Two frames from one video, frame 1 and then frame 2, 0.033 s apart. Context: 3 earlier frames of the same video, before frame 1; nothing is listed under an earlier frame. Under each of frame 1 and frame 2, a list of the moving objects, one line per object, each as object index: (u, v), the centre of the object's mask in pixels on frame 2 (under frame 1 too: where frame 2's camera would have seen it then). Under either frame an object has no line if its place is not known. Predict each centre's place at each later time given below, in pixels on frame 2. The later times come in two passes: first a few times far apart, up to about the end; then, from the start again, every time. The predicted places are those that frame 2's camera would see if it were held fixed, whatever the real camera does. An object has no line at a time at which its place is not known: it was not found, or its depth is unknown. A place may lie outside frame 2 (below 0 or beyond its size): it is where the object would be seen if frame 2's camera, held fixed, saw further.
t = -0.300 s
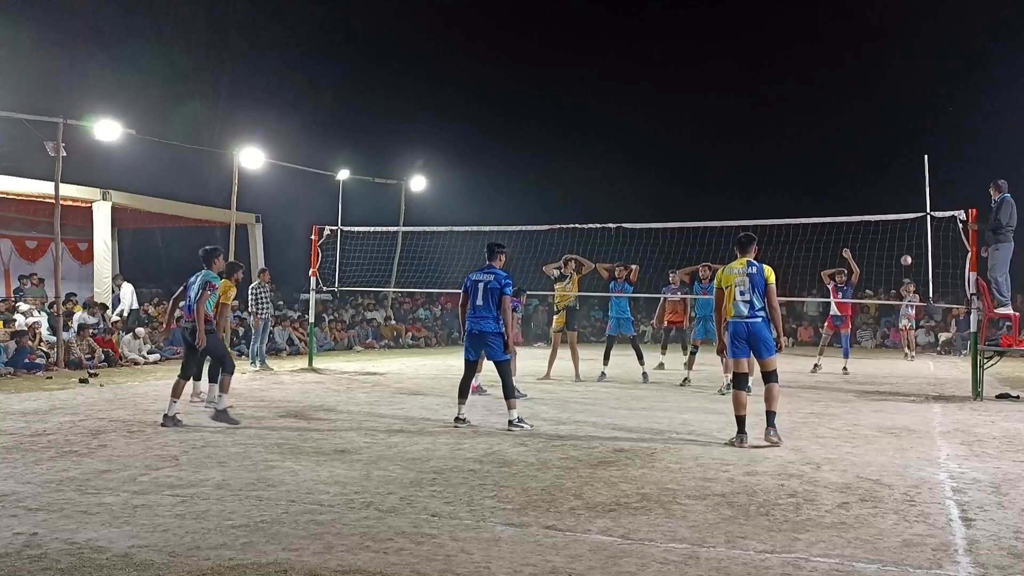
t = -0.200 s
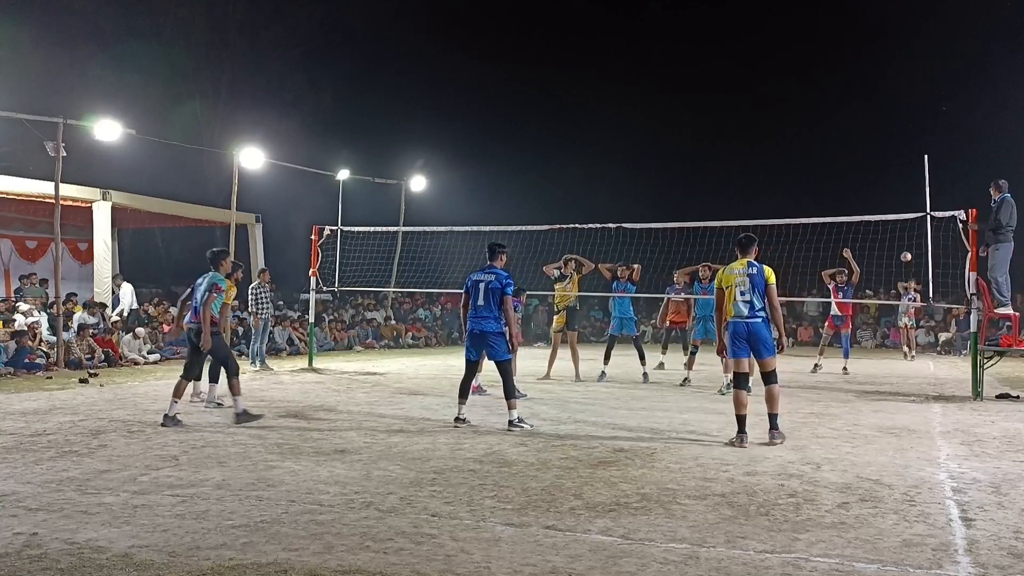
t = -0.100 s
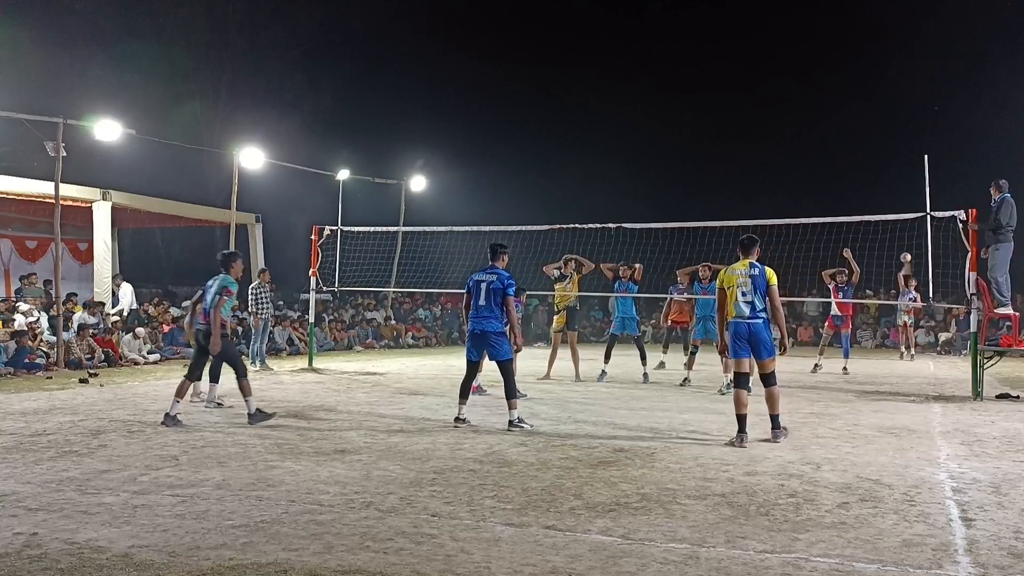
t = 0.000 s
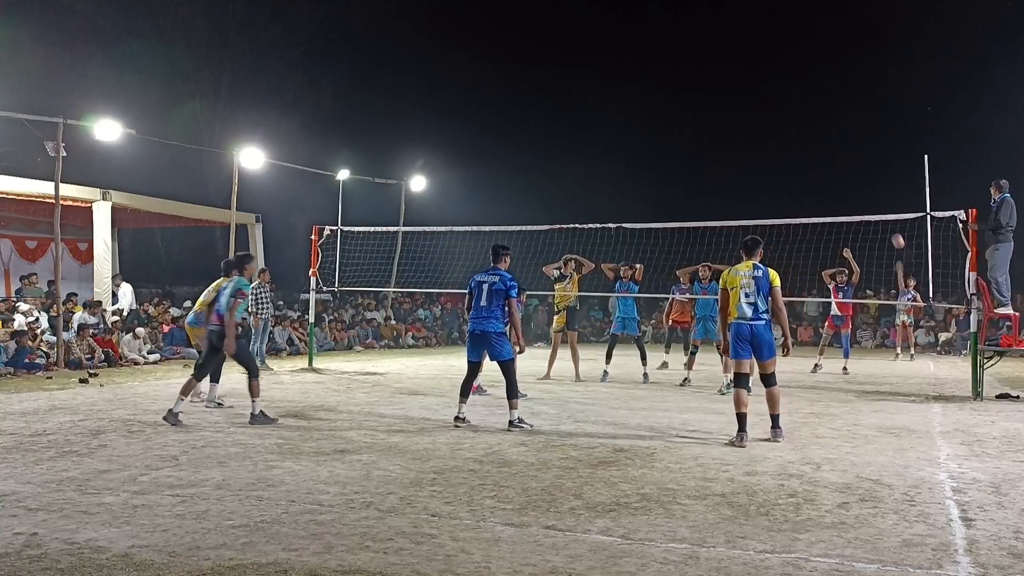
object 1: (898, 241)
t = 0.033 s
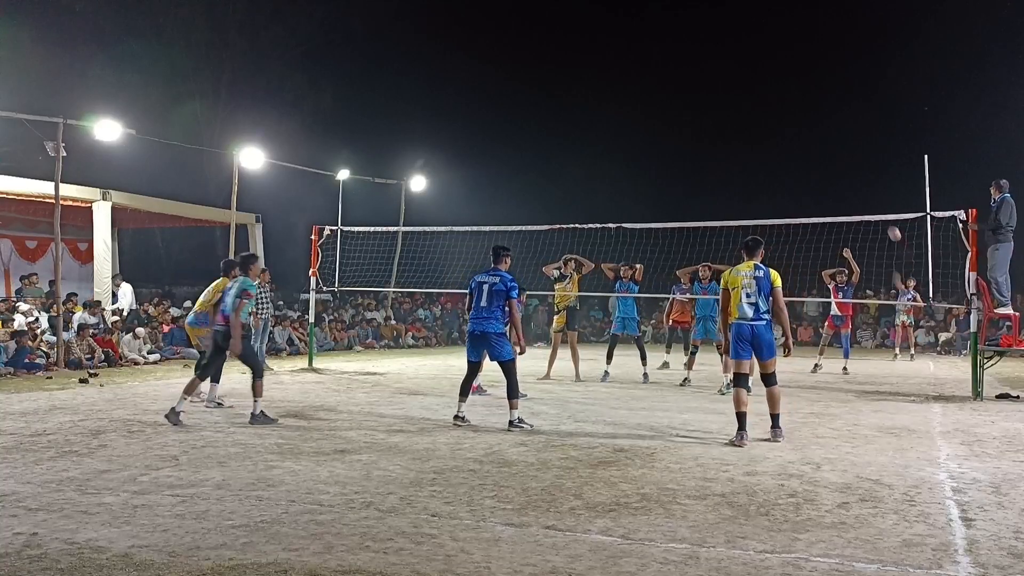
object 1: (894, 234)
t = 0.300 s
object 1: (858, 185)
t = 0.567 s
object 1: (803, 164)
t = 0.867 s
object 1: (704, 202)
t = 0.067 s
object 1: (890, 227)
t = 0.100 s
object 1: (887, 219)
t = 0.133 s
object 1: (881, 210)
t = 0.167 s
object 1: (877, 206)
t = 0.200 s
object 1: (873, 200)
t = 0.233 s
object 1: (868, 195)
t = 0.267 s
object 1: (863, 189)
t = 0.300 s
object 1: (858, 185)
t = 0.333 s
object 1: (853, 180)
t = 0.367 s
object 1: (846, 175)
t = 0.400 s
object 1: (841, 172)
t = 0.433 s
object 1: (834, 170)
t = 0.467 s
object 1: (827, 167)
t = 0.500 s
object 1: (820, 165)
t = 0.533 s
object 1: (812, 164)
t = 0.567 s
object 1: (803, 164)
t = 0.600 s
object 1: (795, 164)
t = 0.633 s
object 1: (786, 166)
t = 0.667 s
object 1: (776, 168)
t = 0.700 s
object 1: (766, 171)
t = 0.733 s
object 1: (755, 175)
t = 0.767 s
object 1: (743, 180)
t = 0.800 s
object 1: (731, 186)
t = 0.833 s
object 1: (718, 194)
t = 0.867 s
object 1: (704, 202)
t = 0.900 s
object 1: (690, 211)
